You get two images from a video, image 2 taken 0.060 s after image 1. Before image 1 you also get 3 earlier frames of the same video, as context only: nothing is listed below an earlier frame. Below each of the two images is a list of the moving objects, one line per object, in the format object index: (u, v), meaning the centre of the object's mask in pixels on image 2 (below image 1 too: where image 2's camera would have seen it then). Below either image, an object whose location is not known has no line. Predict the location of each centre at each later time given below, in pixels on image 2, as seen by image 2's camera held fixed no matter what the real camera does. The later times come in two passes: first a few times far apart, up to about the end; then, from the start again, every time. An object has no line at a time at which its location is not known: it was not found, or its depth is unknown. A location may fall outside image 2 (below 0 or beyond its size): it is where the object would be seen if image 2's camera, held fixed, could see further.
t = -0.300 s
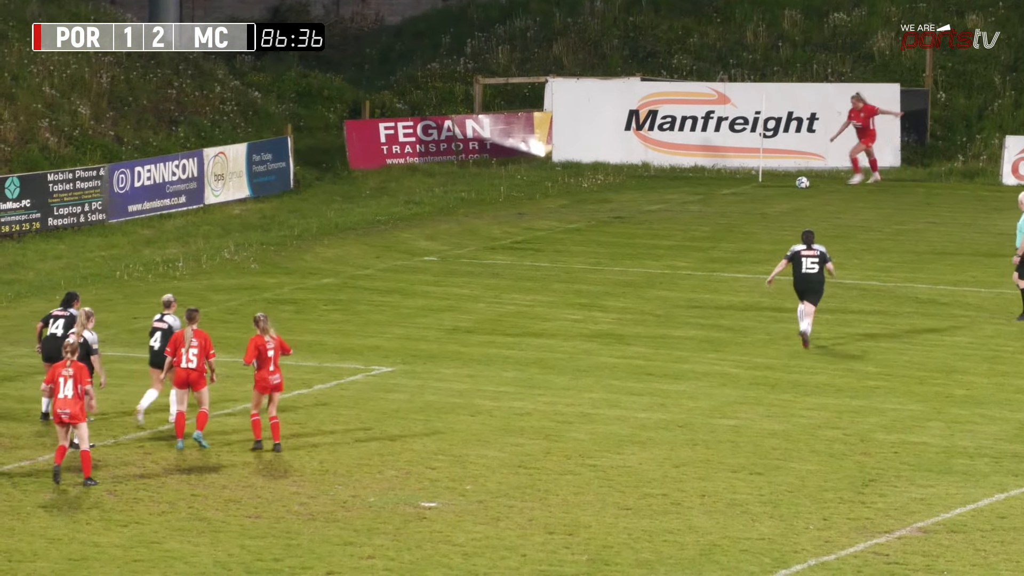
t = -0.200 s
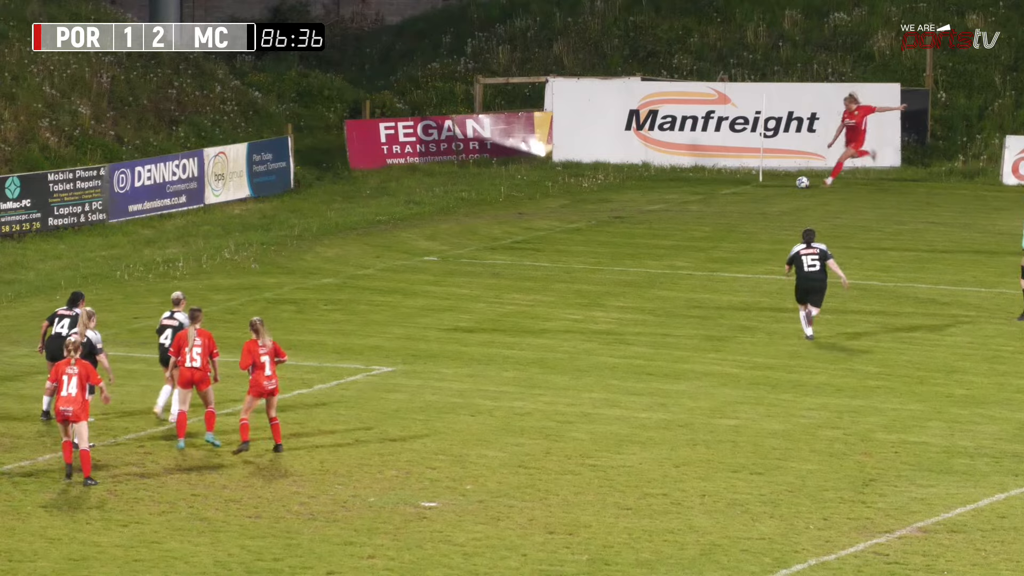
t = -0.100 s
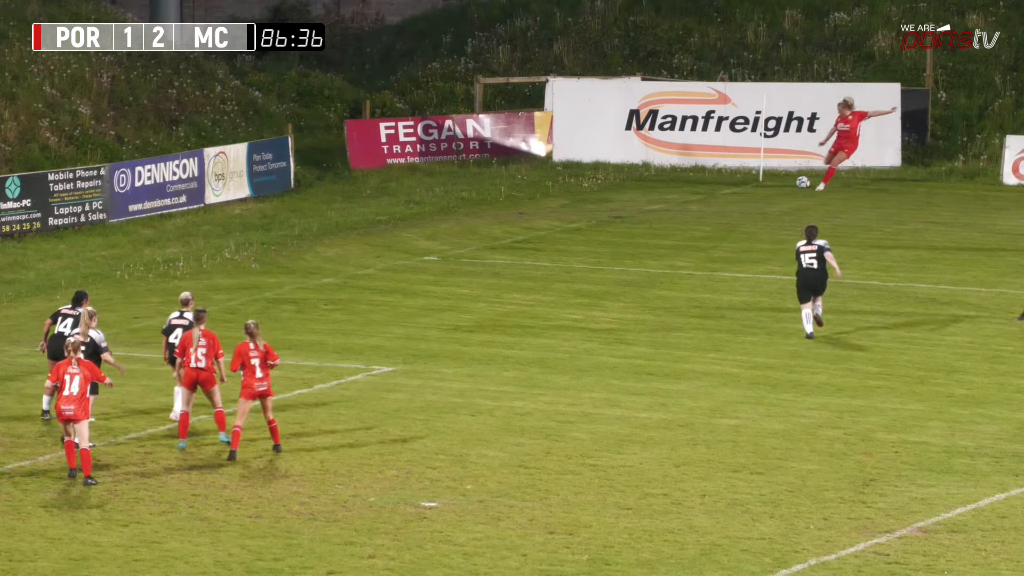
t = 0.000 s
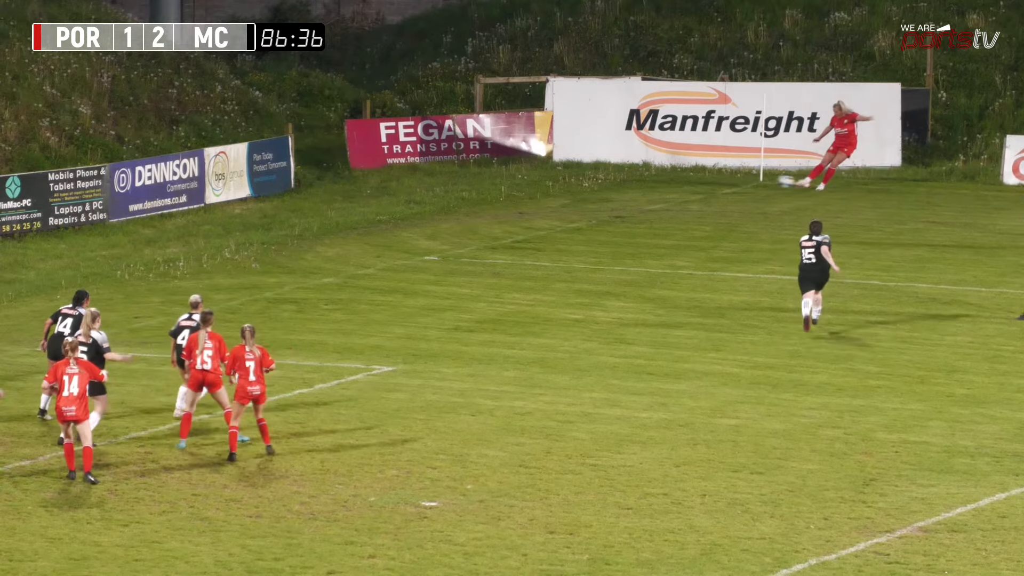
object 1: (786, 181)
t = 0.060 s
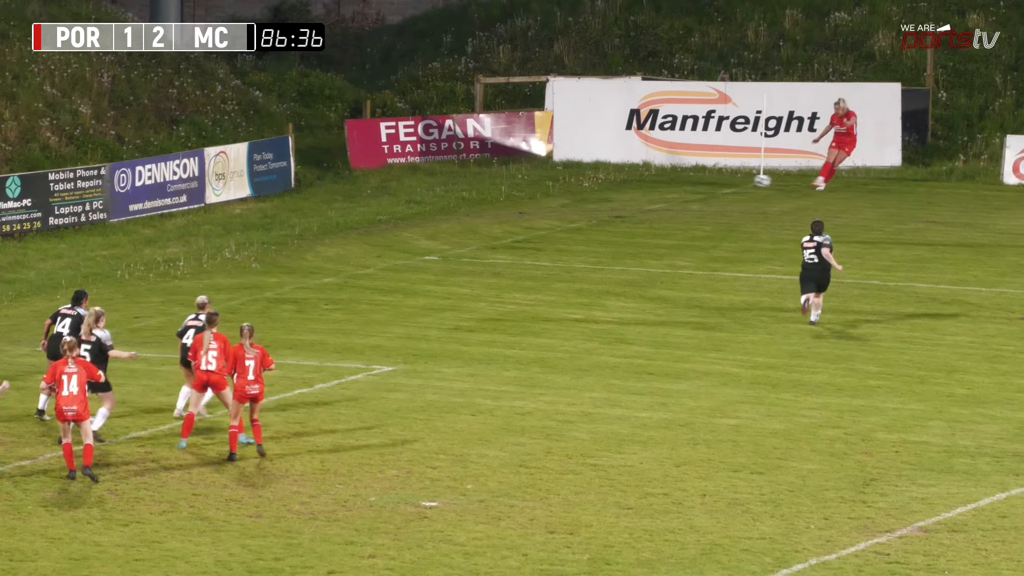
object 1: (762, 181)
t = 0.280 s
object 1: (681, 190)
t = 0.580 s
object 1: (583, 241)
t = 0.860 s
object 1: (505, 327)
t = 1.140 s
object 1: (441, 361)
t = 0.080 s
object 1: (754, 181)
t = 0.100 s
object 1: (747, 181)
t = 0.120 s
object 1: (740, 181)
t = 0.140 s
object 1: (733, 181)
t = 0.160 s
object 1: (725, 183)
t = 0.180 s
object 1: (717, 183)
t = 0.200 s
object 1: (710, 184)
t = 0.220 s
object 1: (703, 186)
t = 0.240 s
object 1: (695, 187)
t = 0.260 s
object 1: (688, 188)
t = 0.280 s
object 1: (681, 190)
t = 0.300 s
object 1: (674, 193)
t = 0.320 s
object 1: (667, 195)
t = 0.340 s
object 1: (660, 197)
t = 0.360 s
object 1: (653, 199)
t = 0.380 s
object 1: (646, 202)
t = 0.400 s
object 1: (639, 205)
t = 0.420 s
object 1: (632, 209)
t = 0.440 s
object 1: (626, 212)
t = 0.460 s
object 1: (620, 216)
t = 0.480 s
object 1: (613, 219)
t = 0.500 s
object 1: (607, 224)
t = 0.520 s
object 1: (601, 228)
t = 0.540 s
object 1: (595, 232)
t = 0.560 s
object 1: (589, 237)
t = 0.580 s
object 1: (583, 241)
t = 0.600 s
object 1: (577, 246)
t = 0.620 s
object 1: (572, 252)
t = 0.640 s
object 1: (566, 257)
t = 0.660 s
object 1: (560, 263)
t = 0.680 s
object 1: (554, 268)
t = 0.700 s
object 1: (549, 275)
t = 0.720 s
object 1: (543, 281)
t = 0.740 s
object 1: (537, 288)
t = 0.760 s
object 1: (531, 295)
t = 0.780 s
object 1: (526, 302)
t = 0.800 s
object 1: (520, 310)
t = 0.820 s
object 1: (515, 318)
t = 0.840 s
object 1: (509, 325)
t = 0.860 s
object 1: (505, 327)
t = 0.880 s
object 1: (500, 327)
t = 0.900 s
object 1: (496, 327)
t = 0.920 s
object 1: (491, 328)
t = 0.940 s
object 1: (486, 329)
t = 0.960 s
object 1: (481, 331)
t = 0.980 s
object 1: (477, 332)
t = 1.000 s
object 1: (472, 334)
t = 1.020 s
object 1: (467, 337)
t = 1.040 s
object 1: (463, 340)
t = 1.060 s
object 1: (458, 344)
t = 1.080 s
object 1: (454, 347)
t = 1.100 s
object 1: (450, 352)
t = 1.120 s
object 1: (446, 356)
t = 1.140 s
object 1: (441, 361)
